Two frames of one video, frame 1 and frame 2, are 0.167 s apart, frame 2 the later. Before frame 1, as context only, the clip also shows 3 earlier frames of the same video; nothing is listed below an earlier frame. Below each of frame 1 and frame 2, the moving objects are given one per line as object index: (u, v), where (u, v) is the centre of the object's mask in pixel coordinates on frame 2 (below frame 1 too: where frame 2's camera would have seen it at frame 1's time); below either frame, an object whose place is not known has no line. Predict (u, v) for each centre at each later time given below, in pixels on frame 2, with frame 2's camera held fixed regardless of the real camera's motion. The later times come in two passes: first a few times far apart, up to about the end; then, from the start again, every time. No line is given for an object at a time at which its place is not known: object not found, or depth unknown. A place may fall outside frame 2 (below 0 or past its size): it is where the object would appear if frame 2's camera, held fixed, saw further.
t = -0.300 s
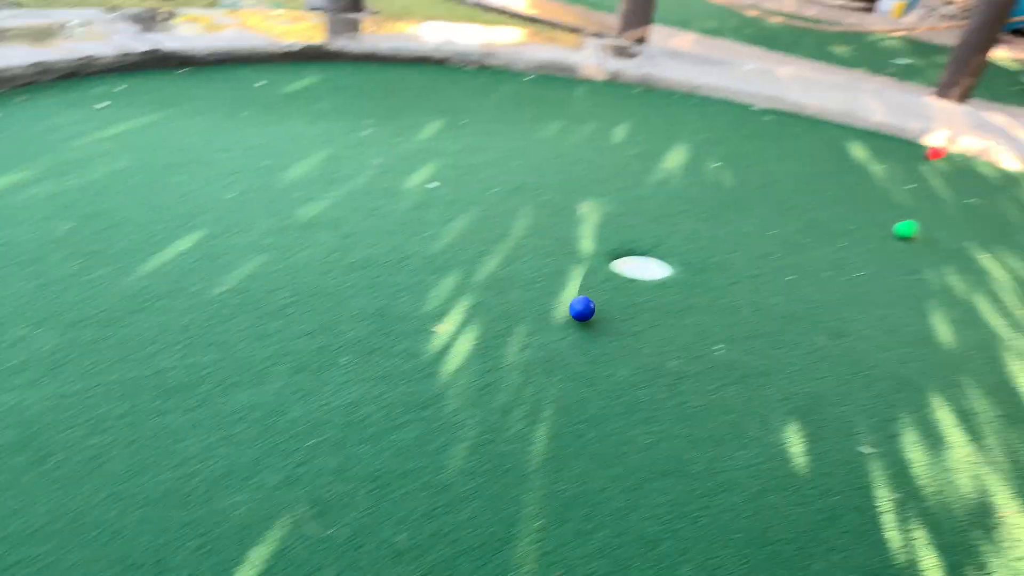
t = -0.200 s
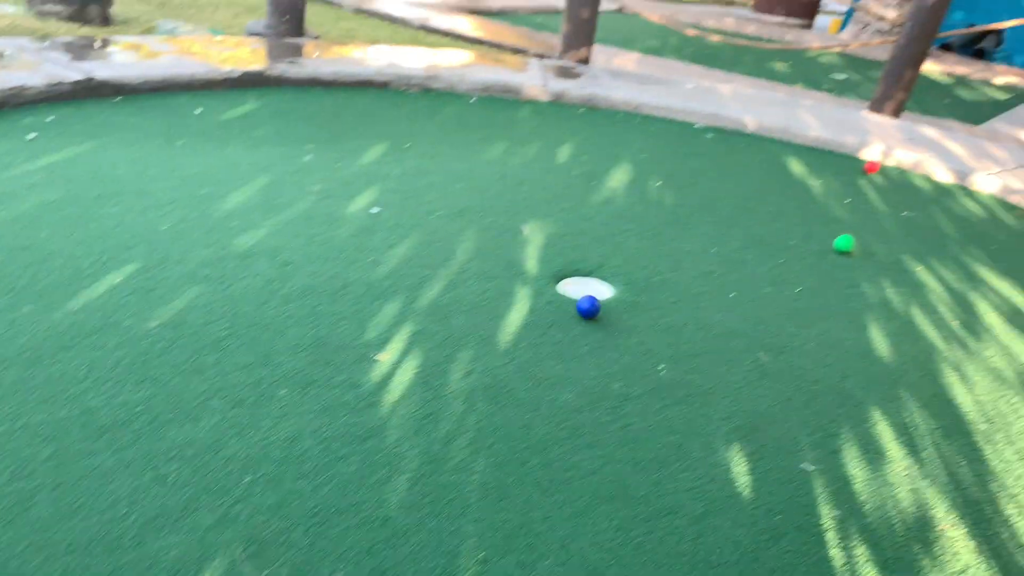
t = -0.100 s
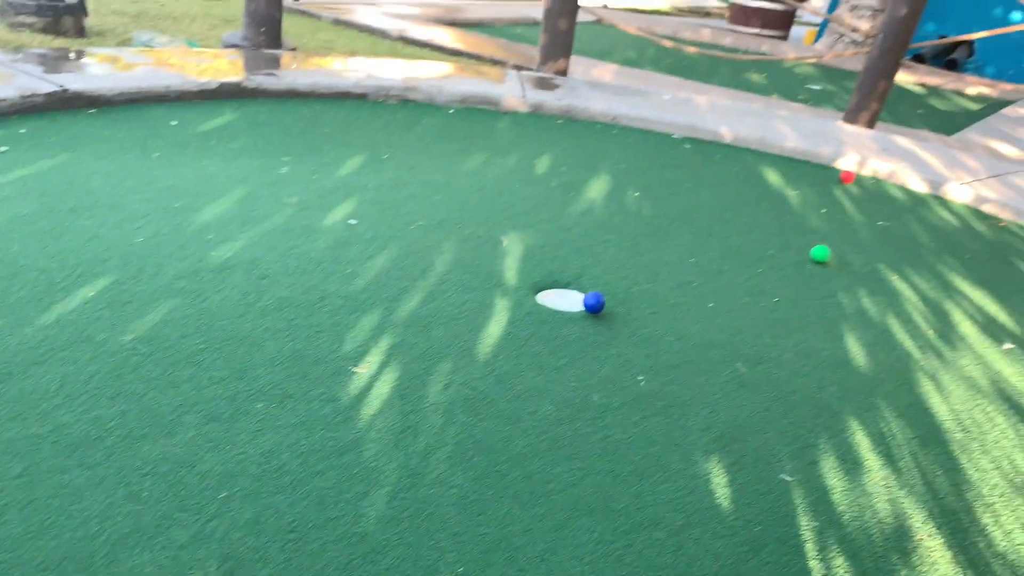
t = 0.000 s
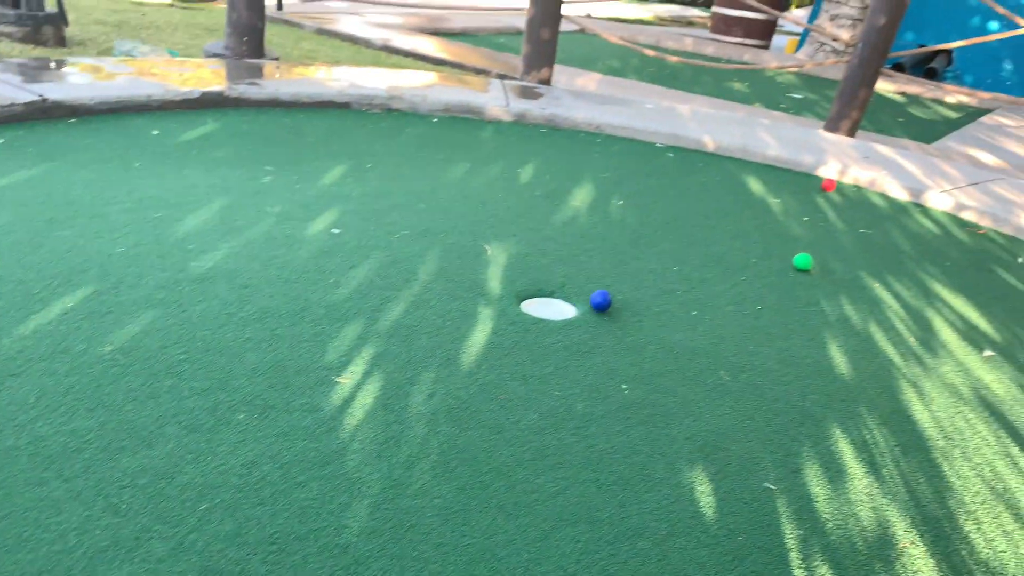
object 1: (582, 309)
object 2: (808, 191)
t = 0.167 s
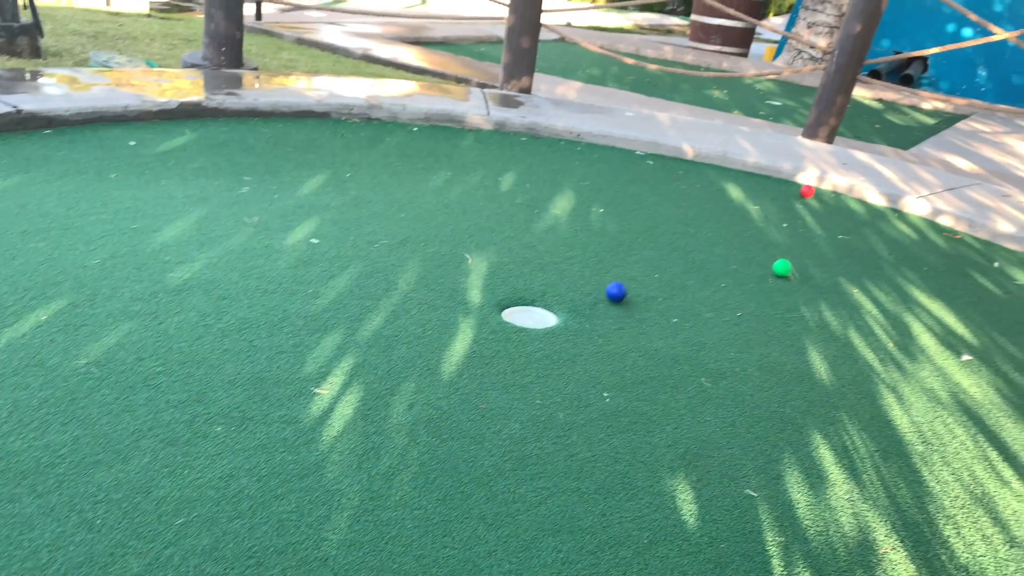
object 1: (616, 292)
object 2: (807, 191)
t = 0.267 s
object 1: (635, 283)
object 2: (808, 192)
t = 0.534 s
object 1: (676, 261)
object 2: (807, 192)
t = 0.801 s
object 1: (709, 242)
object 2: (807, 192)
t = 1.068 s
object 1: (737, 226)
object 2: (807, 192)
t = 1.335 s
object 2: (806, 192)
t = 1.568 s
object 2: (806, 192)
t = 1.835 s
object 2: (808, 192)
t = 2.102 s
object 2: (825, 189)
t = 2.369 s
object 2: (829, 189)
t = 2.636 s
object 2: (828, 191)
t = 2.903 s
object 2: (827, 194)
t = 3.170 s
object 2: (826, 196)
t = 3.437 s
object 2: (825, 198)
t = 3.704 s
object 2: (822, 200)
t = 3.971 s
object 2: (820, 202)
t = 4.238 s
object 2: (820, 203)
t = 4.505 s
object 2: (820, 205)
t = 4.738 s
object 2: (818, 206)
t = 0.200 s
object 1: (622, 289)
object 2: (807, 191)
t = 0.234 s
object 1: (629, 285)
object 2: (807, 192)
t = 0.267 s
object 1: (635, 283)
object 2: (808, 192)
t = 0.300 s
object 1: (640, 279)
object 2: (807, 192)
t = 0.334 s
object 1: (646, 277)
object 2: (807, 192)
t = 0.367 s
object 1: (651, 273)
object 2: (807, 192)
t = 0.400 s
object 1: (656, 271)
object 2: (807, 192)
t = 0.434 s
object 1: (662, 268)
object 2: (807, 192)
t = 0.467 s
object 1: (667, 265)
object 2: (807, 192)
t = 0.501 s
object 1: (671, 263)
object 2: (807, 192)
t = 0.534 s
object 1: (676, 261)
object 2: (807, 192)
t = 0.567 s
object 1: (680, 258)
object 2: (807, 192)
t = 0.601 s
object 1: (685, 255)
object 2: (807, 192)
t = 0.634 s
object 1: (689, 253)
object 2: (807, 192)
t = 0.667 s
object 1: (694, 250)
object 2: (807, 192)
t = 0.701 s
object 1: (697, 248)
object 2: (807, 192)
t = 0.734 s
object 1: (701, 246)
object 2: (807, 192)
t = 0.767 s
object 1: (705, 244)
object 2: (807, 192)
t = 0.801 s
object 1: (709, 242)
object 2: (807, 192)
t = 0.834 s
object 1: (712, 240)
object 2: (807, 192)
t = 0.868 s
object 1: (716, 238)
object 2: (807, 192)
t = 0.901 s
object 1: (720, 235)
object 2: (807, 192)
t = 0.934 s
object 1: (724, 233)
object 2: (807, 192)
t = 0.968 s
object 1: (727, 231)
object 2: (807, 192)
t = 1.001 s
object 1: (731, 229)
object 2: (807, 192)
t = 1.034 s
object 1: (734, 227)
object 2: (807, 192)
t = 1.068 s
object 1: (737, 226)
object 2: (807, 192)
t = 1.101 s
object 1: (740, 224)
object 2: (807, 192)
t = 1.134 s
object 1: (744, 222)
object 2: (807, 192)
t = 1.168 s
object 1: (746, 221)
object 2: (807, 192)
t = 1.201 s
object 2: (807, 192)
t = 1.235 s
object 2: (807, 192)
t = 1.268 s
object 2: (806, 192)
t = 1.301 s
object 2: (806, 192)
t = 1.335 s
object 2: (806, 192)
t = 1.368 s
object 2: (806, 192)
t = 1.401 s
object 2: (806, 192)
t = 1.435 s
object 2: (806, 192)
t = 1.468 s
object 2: (806, 192)
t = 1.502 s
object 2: (806, 191)
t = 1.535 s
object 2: (806, 192)
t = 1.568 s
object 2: (806, 192)
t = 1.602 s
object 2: (806, 192)
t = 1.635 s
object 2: (806, 192)
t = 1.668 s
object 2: (806, 192)
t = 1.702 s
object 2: (806, 192)
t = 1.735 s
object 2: (806, 192)
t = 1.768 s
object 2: (806, 192)
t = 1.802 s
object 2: (807, 192)
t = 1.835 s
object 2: (808, 192)
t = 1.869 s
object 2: (809, 191)
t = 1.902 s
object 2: (811, 190)
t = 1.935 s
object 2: (814, 190)
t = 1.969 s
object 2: (817, 190)
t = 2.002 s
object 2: (819, 189)
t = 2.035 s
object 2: (821, 189)
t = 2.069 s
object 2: (823, 189)
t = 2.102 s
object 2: (825, 189)
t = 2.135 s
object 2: (827, 188)
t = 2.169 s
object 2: (829, 188)
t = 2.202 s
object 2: (830, 187)
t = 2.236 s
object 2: (831, 187)
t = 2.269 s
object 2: (831, 187)
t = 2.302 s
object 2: (830, 187)
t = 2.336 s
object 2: (830, 189)
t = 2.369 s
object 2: (829, 189)
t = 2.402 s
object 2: (829, 189)
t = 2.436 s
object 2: (829, 189)
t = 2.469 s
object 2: (829, 190)
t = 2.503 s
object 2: (828, 190)
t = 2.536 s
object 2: (828, 190)
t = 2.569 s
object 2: (828, 191)
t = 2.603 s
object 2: (828, 191)
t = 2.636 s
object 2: (828, 191)
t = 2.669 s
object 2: (828, 192)
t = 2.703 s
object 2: (828, 192)
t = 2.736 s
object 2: (828, 192)
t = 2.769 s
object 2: (827, 193)
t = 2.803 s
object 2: (828, 193)
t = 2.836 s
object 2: (827, 193)
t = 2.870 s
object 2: (827, 194)
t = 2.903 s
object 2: (827, 194)
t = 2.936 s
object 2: (827, 194)
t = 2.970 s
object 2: (827, 194)
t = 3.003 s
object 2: (827, 195)
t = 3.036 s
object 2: (827, 195)
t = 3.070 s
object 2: (826, 195)
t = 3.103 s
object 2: (826, 195)
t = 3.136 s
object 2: (826, 196)
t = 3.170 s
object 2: (826, 196)
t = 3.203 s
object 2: (826, 197)
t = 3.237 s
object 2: (826, 197)
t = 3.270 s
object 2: (825, 197)
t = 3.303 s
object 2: (825, 197)
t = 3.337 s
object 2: (825, 198)
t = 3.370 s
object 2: (825, 198)
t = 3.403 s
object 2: (824, 198)
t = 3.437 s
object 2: (825, 198)
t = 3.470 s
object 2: (824, 199)
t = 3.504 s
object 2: (824, 199)
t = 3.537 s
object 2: (823, 199)
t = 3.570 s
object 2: (823, 199)
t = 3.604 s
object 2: (823, 199)
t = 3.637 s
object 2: (823, 199)
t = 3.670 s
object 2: (822, 200)
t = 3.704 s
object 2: (822, 200)
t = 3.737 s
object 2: (822, 200)
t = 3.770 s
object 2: (822, 200)
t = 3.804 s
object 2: (821, 201)
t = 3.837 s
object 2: (821, 201)
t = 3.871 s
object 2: (821, 201)
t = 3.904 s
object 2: (821, 201)
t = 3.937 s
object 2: (821, 201)
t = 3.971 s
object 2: (820, 202)
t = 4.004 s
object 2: (820, 202)
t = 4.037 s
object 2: (820, 202)
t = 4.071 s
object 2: (820, 202)
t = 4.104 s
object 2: (820, 202)
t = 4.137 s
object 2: (820, 203)
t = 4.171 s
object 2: (820, 203)
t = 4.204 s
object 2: (820, 203)
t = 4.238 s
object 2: (820, 203)
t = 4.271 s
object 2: (820, 203)
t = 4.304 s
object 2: (820, 204)
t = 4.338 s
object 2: (820, 204)
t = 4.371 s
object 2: (820, 204)
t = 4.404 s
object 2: (820, 204)
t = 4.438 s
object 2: (820, 205)
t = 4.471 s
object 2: (820, 205)
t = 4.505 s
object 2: (820, 205)
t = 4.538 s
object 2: (819, 205)
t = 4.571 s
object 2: (819, 205)
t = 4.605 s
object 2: (819, 205)
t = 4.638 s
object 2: (819, 205)
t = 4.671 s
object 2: (818, 205)
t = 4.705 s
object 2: (818, 206)
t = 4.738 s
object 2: (818, 206)
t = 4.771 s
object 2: (817, 206)
